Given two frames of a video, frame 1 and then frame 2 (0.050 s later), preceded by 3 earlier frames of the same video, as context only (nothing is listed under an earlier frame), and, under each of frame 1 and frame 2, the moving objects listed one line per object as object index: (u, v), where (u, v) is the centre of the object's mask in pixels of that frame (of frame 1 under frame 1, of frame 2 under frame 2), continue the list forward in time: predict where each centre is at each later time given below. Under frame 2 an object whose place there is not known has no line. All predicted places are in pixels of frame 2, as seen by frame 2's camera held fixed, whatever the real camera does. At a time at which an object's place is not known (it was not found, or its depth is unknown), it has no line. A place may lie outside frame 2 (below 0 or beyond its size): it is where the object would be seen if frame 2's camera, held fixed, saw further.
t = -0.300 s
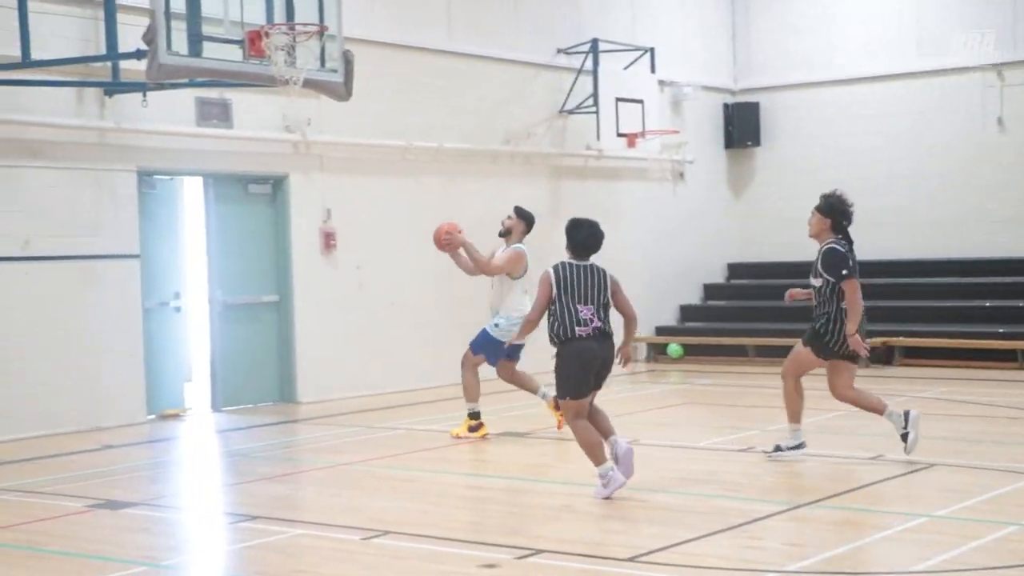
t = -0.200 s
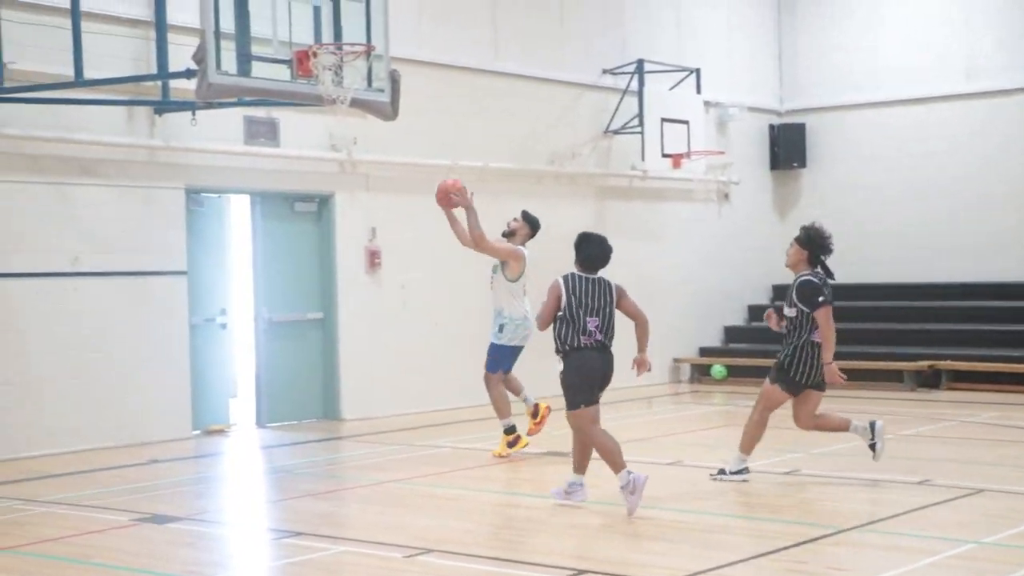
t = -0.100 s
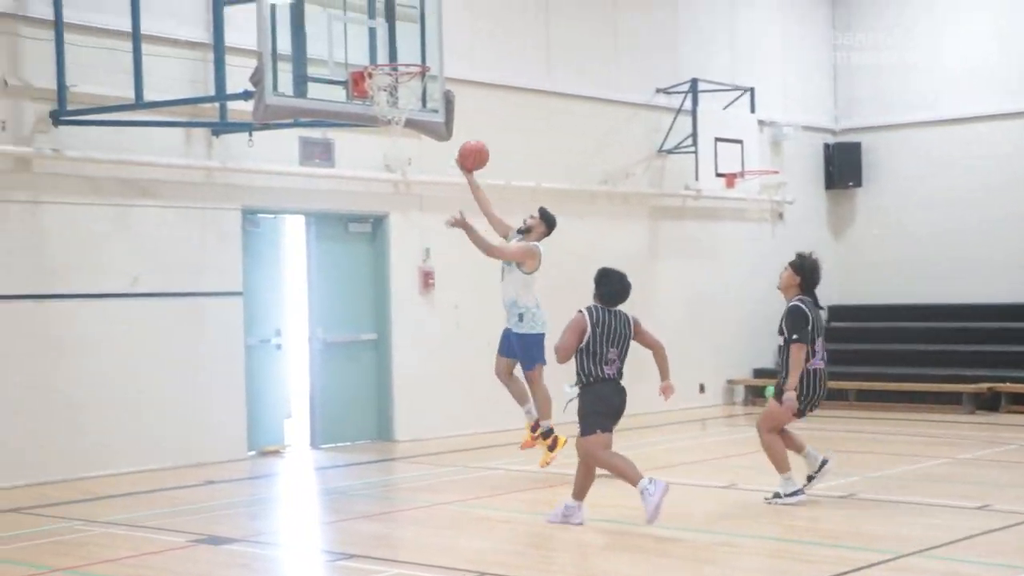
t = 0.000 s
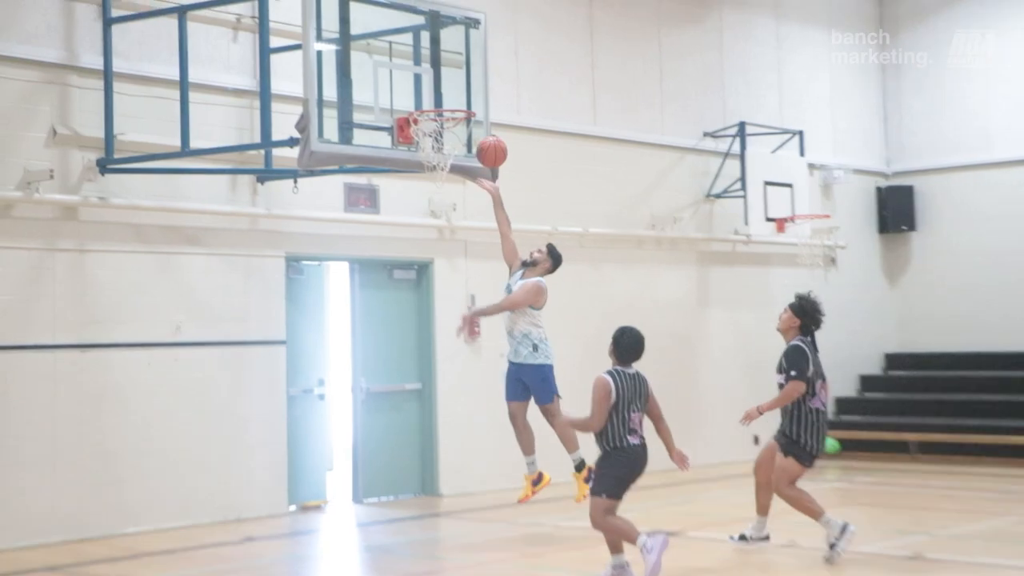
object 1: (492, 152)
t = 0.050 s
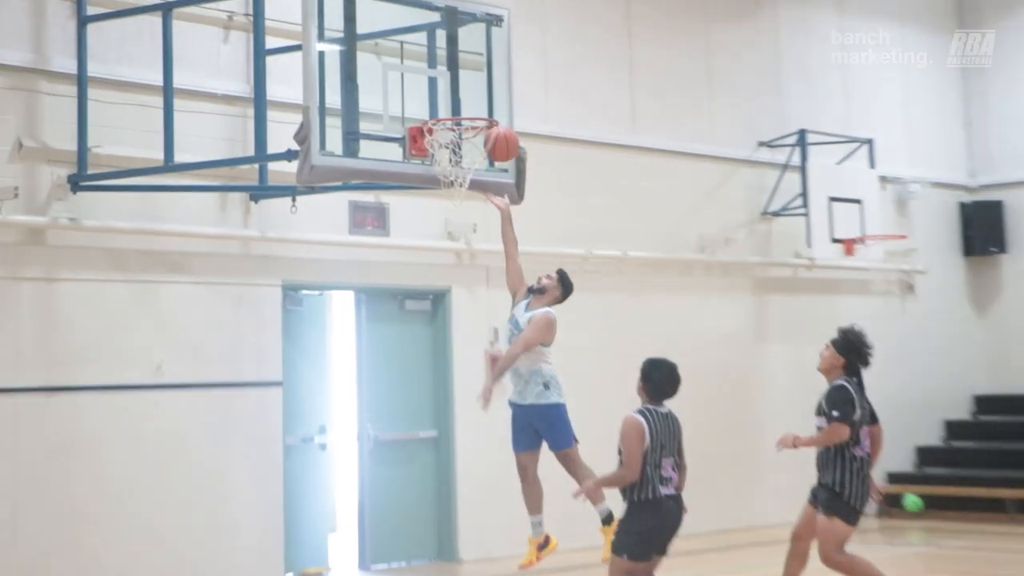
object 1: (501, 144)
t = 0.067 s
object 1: (496, 138)
